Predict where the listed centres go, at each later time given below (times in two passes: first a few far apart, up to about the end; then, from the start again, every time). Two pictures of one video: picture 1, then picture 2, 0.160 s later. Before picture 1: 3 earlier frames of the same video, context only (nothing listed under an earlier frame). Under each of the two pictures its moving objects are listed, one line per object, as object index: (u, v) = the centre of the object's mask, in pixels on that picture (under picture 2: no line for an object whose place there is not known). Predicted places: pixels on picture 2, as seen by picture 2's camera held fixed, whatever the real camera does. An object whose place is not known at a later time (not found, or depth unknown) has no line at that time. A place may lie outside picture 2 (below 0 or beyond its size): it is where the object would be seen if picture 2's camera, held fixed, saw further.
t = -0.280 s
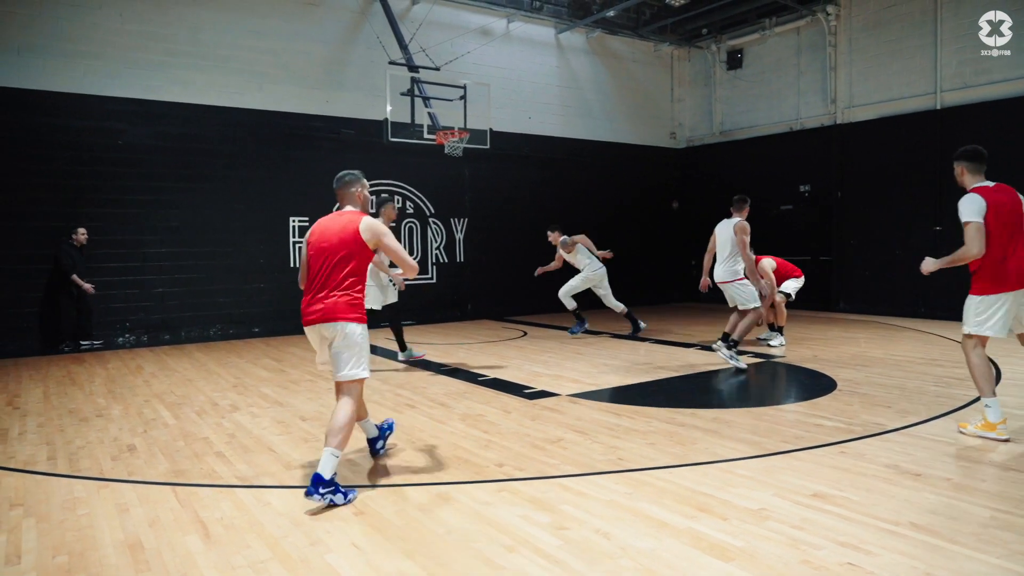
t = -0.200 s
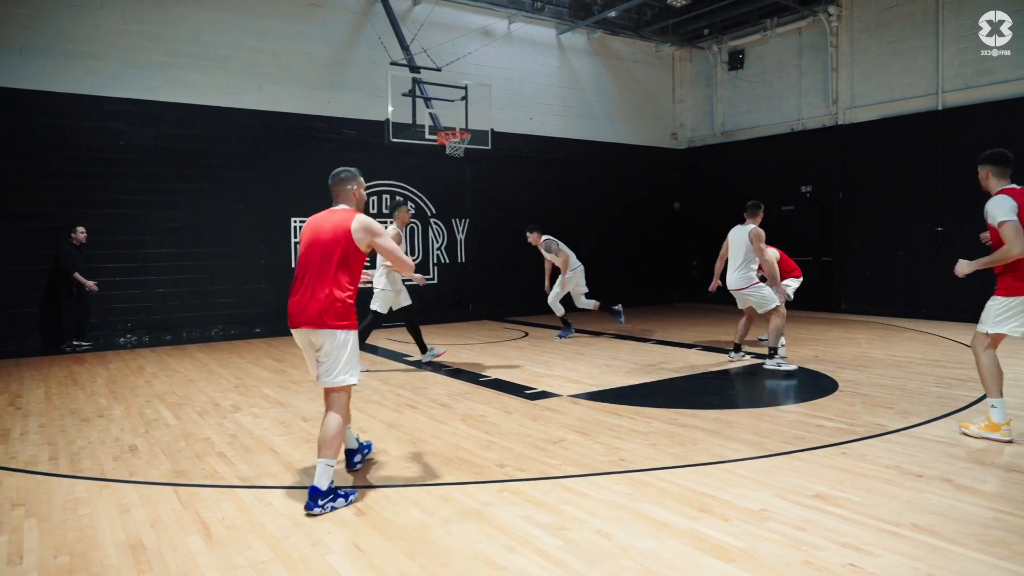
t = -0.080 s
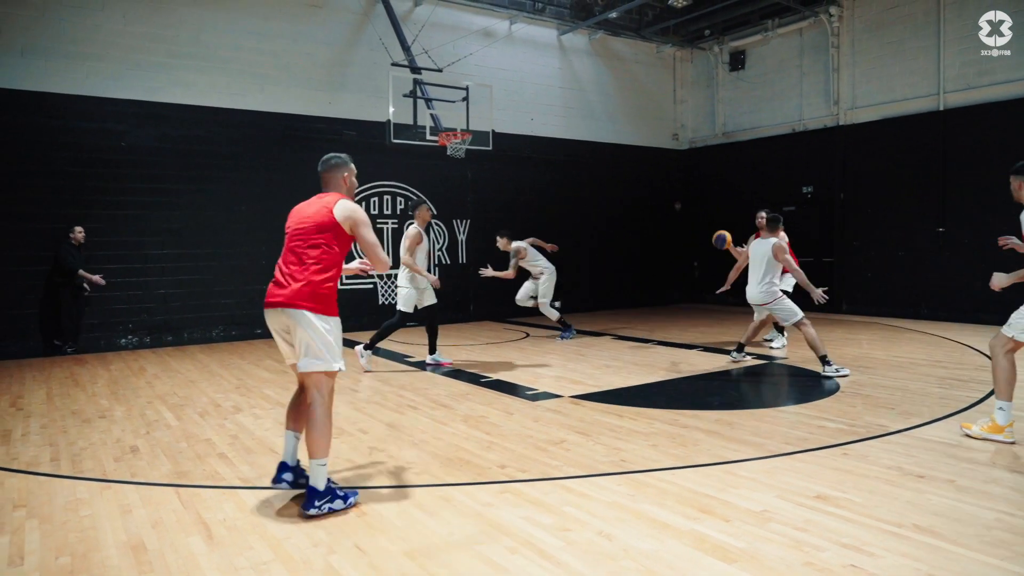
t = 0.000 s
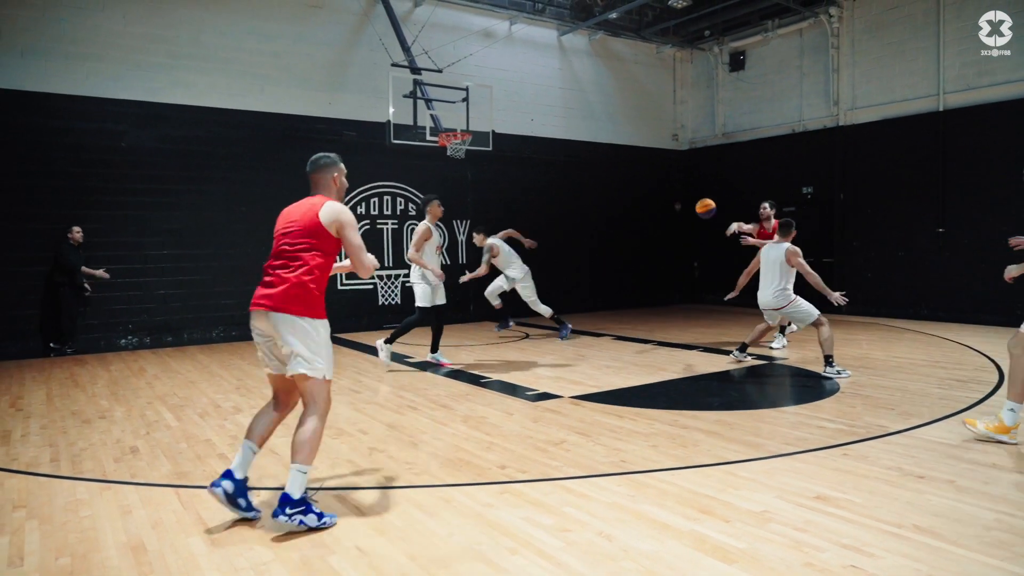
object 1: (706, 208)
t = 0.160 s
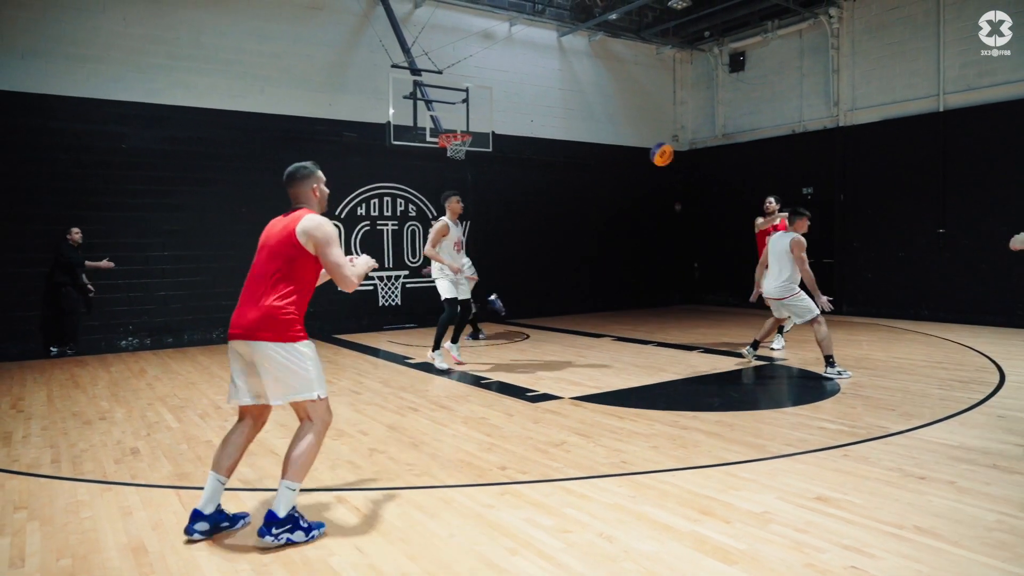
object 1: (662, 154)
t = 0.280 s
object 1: (616, 116)
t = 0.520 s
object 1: (469, 55)
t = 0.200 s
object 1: (648, 141)
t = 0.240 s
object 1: (633, 129)
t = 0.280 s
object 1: (616, 116)
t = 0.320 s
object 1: (598, 104)
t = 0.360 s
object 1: (578, 93)
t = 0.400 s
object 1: (555, 81)
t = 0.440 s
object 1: (531, 72)
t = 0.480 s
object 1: (502, 63)
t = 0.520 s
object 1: (469, 55)
